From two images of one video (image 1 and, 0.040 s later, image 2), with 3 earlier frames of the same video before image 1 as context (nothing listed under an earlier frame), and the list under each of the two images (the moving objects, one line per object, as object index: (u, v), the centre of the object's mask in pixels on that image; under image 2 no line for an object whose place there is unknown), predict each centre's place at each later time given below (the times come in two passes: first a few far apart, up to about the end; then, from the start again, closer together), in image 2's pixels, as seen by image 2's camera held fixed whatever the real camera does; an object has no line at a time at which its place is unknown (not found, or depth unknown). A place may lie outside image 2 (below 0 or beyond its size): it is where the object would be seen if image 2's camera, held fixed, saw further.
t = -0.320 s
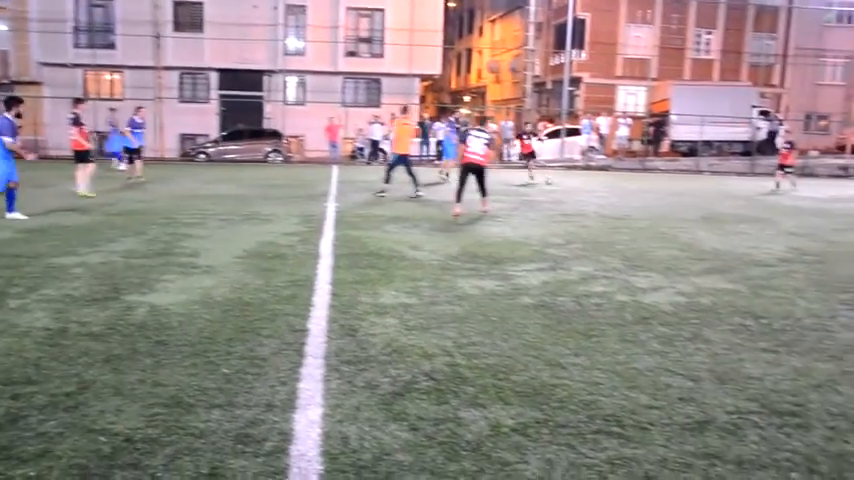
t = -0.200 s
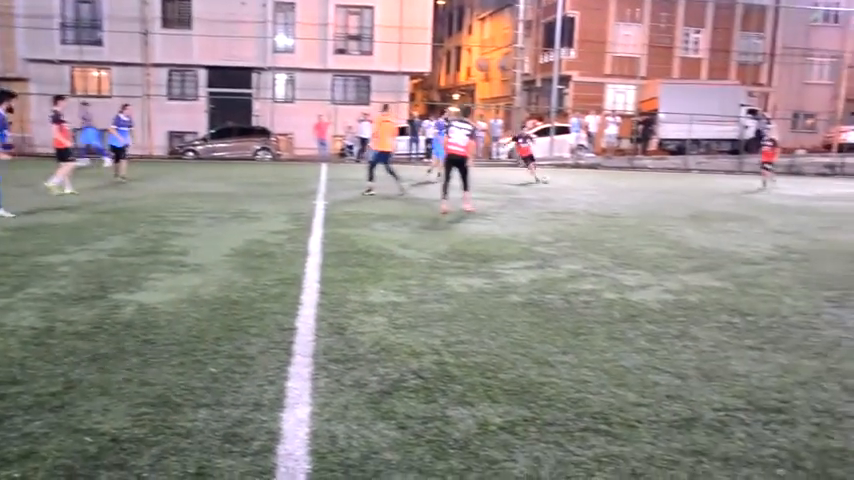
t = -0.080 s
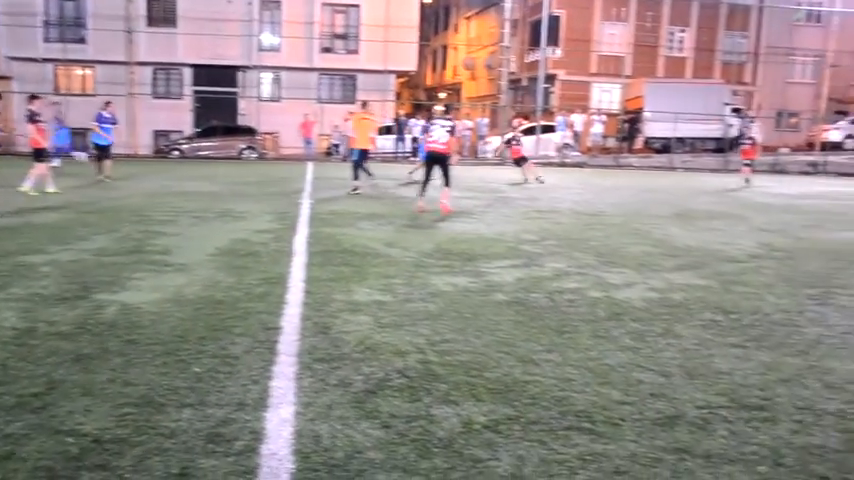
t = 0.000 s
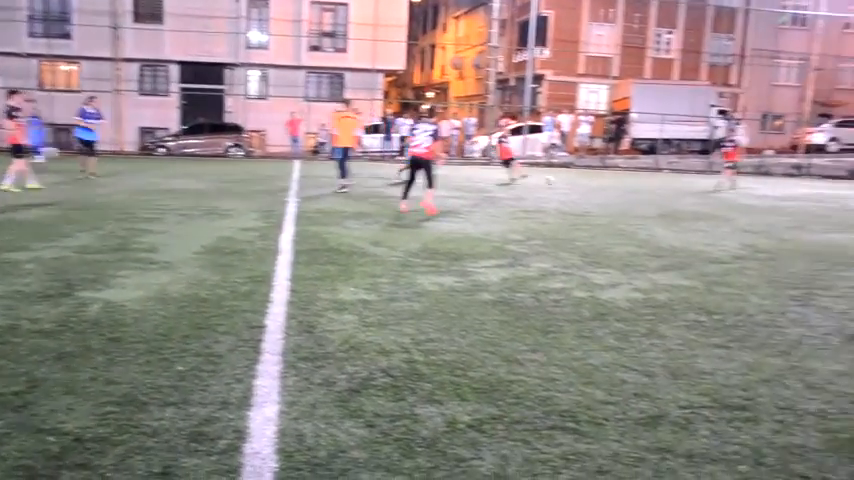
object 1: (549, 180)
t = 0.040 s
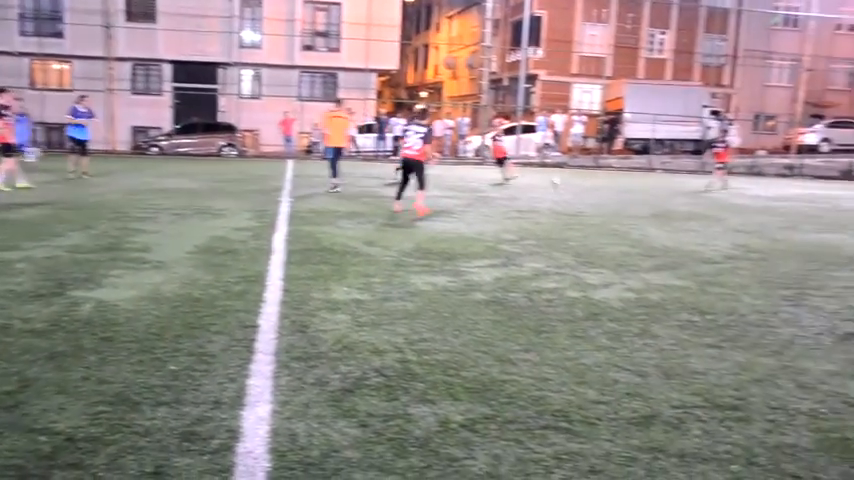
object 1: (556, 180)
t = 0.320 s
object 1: (634, 197)
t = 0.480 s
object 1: (699, 212)
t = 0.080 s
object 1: (569, 185)
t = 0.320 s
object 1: (634, 197)
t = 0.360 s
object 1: (650, 201)
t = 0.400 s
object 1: (666, 206)
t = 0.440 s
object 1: (684, 212)
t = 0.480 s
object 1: (699, 212)
